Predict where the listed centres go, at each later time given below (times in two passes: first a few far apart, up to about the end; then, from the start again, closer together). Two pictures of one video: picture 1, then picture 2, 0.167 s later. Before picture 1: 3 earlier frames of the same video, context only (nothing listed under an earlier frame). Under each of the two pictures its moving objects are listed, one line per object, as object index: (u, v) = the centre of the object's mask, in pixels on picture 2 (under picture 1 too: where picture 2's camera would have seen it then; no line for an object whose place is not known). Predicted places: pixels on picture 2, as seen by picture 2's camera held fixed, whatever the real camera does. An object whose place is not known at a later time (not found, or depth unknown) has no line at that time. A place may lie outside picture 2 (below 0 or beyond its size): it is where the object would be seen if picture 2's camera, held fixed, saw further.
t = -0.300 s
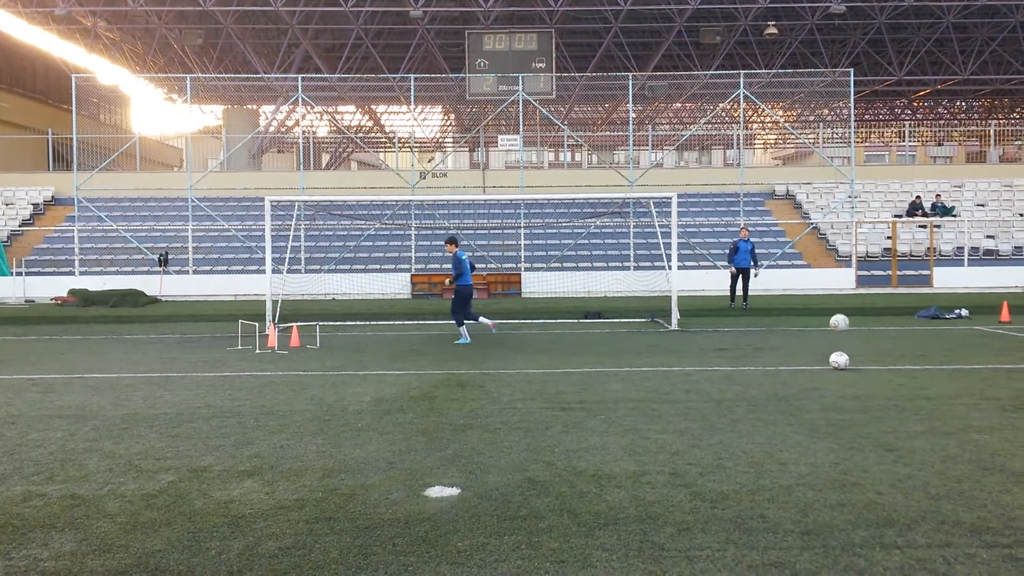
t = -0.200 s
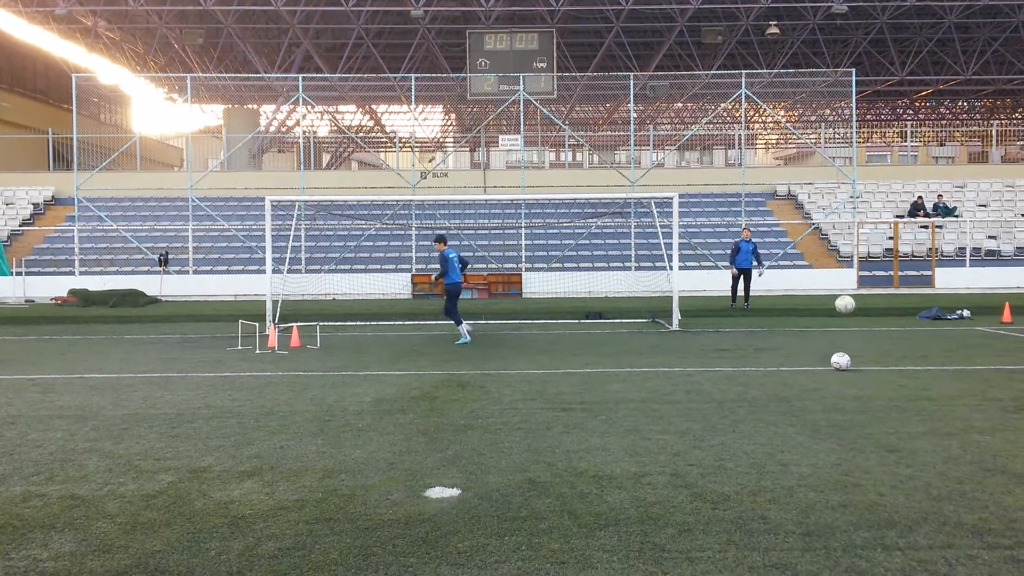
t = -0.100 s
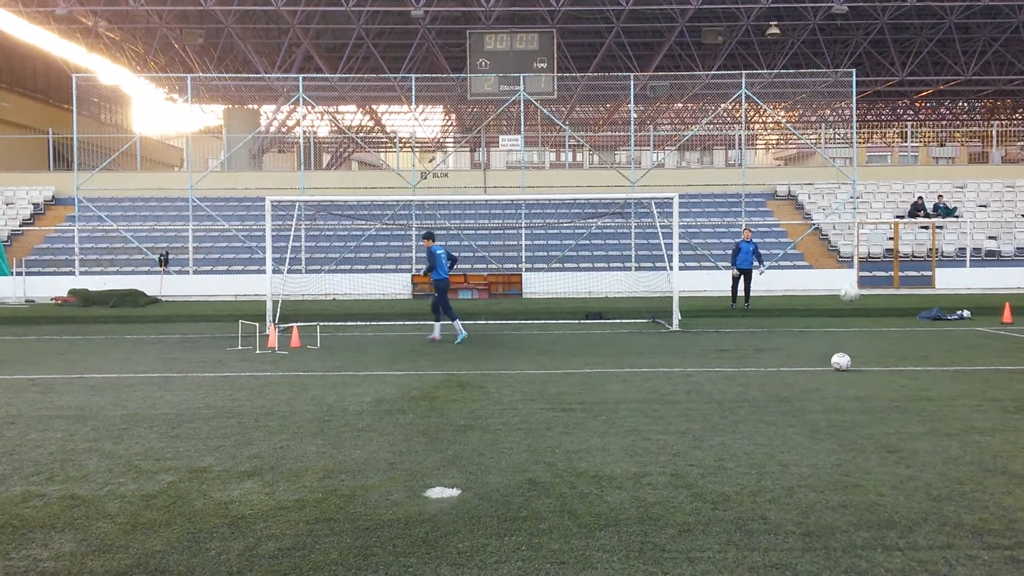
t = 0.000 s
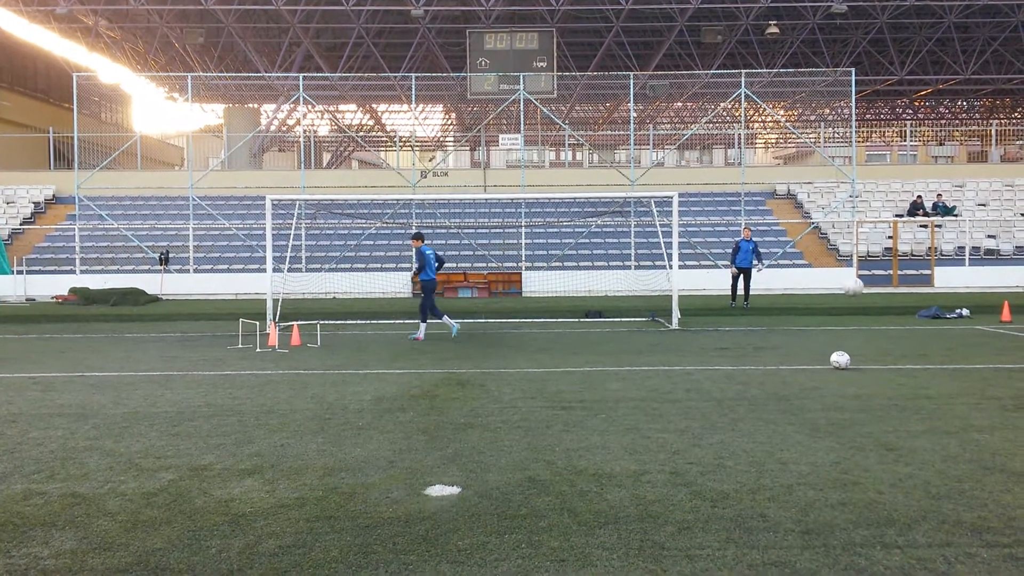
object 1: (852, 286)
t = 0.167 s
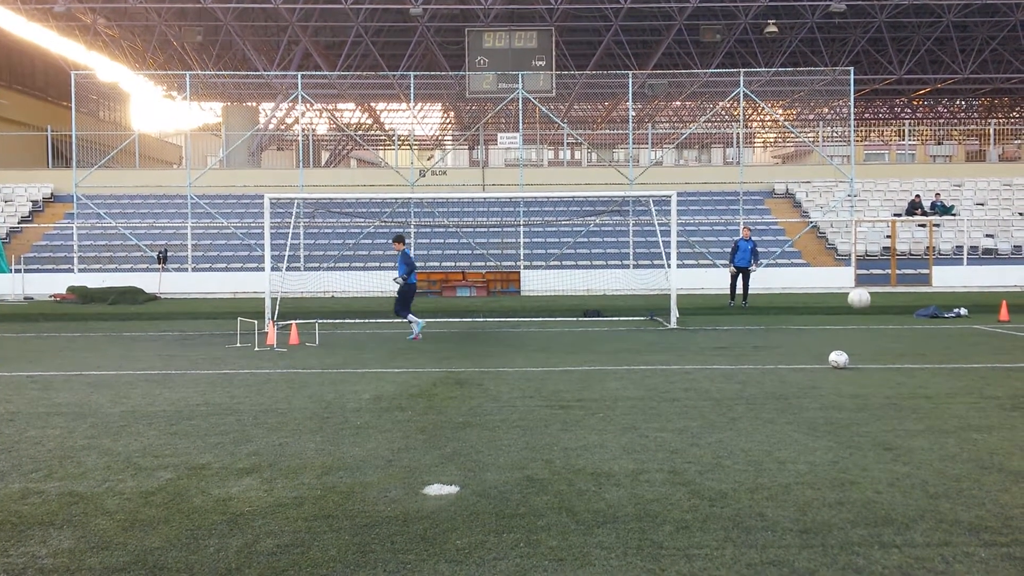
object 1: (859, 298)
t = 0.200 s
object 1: (861, 304)
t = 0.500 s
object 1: (878, 381)
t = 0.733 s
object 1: (904, 367)
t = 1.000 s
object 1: (941, 435)
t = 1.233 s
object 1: (982, 449)
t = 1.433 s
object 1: (1015, 488)
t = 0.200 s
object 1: (861, 304)
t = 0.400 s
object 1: (871, 365)
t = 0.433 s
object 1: (872, 379)
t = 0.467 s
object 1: (875, 387)
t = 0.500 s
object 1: (878, 381)
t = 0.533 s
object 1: (881, 376)
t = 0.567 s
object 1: (885, 372)
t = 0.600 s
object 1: (888, 368)
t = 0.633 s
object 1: (892, 366)
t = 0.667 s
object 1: (896, 365)
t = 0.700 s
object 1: (900, 365)
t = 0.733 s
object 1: (904, 367)
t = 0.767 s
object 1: (909, 370)
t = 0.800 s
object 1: (913, 374)
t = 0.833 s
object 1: (917, 380)
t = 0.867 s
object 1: (922, 388)
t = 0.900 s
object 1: (926, 397)
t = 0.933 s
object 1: (931, 408)
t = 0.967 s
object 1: (936, 420)
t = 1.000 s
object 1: (941, 435)
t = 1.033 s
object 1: (947, 434)
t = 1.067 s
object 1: (952, 433)
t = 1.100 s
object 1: (957, 433)
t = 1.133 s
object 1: (963, 434)
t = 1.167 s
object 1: (969, 437)
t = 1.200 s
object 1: (975, 442)
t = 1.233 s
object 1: (982, 449)
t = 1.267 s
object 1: (989, 459)
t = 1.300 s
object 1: (995, 471)
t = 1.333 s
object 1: (1003, 478)
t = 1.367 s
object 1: (1007, 479)
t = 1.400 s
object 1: (1011, 482)
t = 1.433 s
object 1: (1015, 488)
